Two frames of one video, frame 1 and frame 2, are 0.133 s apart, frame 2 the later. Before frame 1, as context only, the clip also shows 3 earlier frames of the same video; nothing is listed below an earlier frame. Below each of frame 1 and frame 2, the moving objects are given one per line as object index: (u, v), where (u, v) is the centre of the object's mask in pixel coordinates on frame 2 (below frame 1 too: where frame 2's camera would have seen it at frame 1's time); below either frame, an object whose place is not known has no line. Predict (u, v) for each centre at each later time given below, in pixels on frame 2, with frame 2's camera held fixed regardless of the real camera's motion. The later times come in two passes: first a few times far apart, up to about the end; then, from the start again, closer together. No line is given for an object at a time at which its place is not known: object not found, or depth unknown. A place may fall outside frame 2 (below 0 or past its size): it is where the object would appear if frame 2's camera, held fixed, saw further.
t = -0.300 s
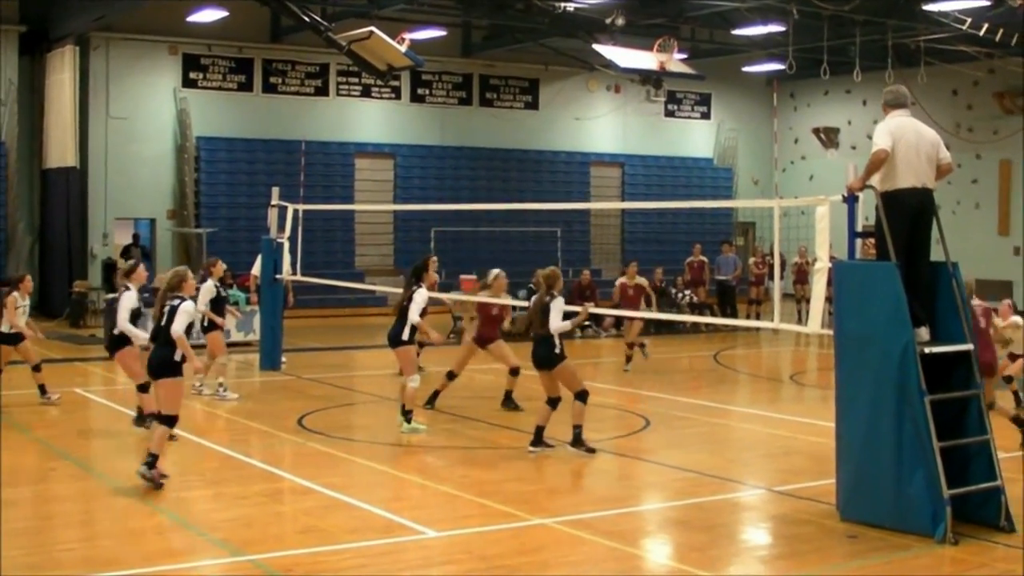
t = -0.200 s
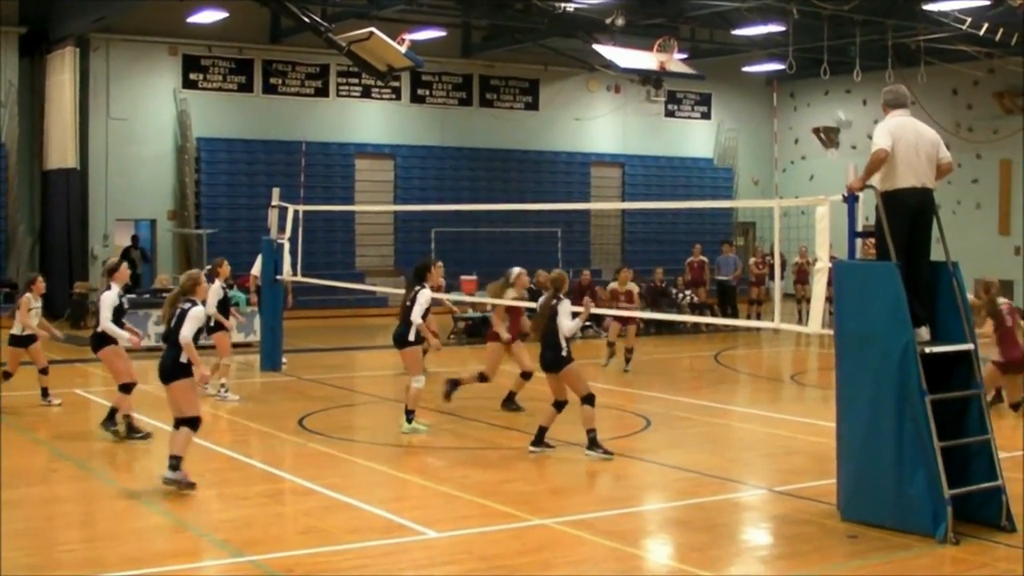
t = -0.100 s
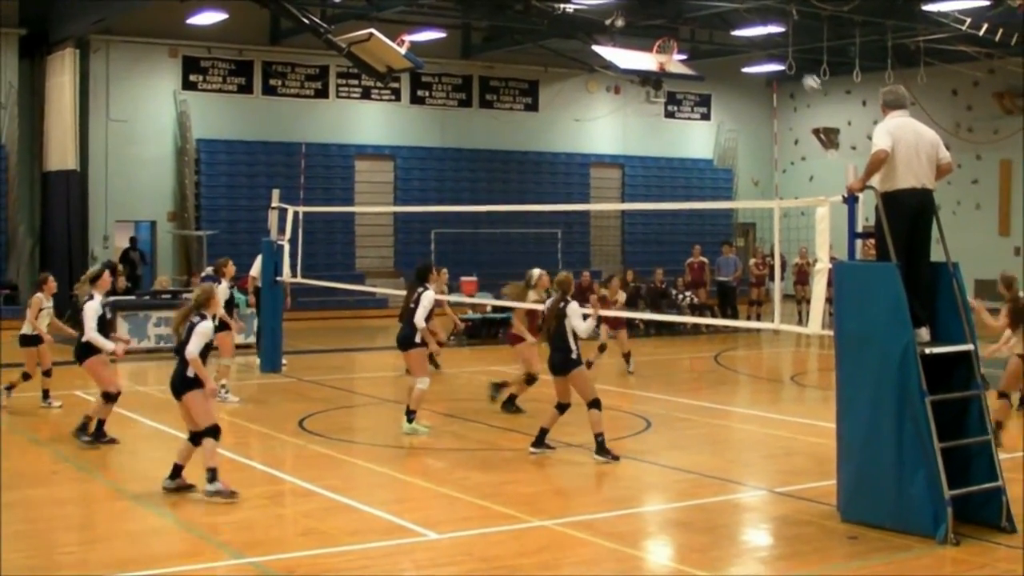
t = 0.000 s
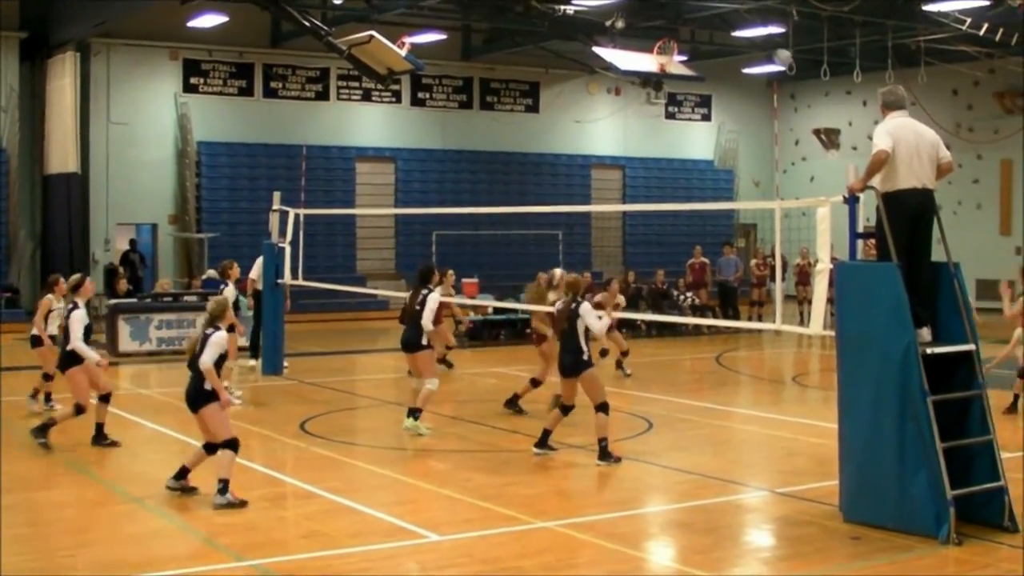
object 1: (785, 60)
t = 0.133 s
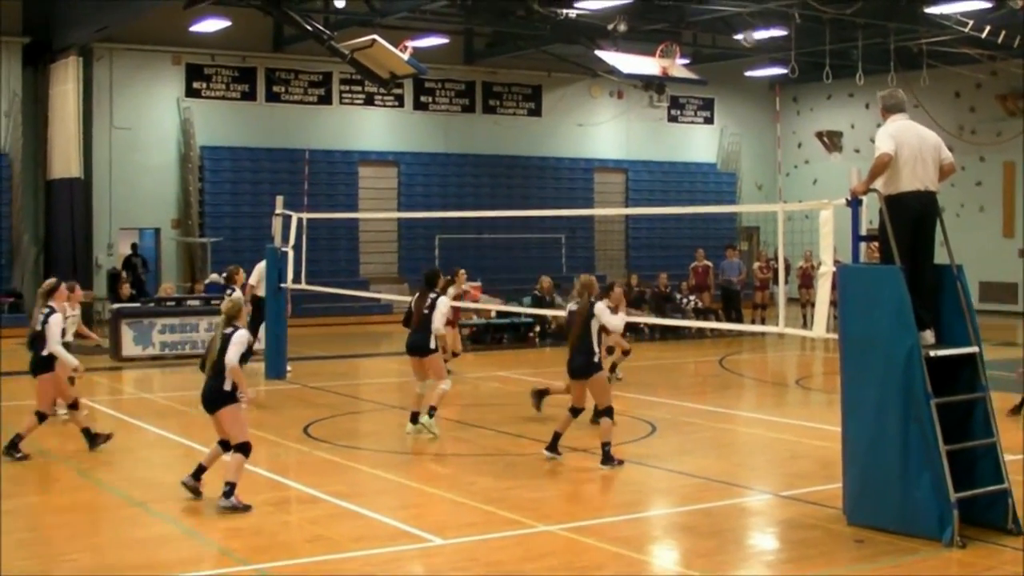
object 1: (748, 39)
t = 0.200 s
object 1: (730, 33)
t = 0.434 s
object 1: (675, 40)
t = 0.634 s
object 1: (632, 78)
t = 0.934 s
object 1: (577, 171)
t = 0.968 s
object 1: (572, 184)
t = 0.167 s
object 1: (738, 35)
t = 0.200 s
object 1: (730, 33)
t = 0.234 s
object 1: (722, 32)
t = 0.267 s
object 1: (714, 31)
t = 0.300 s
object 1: (706, 31)
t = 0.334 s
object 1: (699, 32)
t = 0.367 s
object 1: (690, 34)
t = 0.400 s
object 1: (683, 37)
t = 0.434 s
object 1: (675, 40)
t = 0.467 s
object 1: (667, 43)
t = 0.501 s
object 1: (661, 49)
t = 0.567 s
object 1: (647, 60)
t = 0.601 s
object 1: (640, 69)
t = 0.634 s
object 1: (632, 78)
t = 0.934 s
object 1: (577, 171)
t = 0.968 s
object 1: (572, 184)
